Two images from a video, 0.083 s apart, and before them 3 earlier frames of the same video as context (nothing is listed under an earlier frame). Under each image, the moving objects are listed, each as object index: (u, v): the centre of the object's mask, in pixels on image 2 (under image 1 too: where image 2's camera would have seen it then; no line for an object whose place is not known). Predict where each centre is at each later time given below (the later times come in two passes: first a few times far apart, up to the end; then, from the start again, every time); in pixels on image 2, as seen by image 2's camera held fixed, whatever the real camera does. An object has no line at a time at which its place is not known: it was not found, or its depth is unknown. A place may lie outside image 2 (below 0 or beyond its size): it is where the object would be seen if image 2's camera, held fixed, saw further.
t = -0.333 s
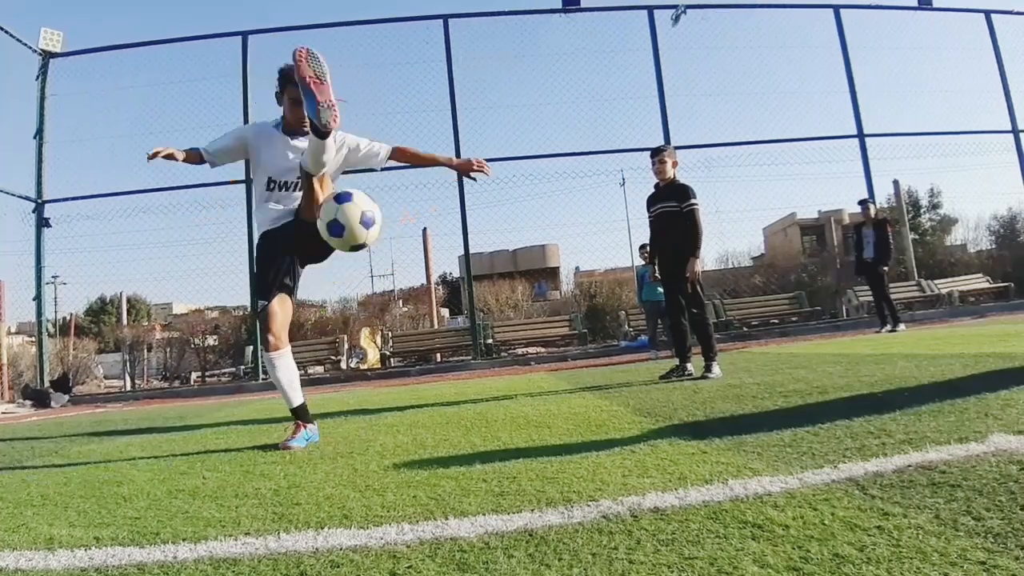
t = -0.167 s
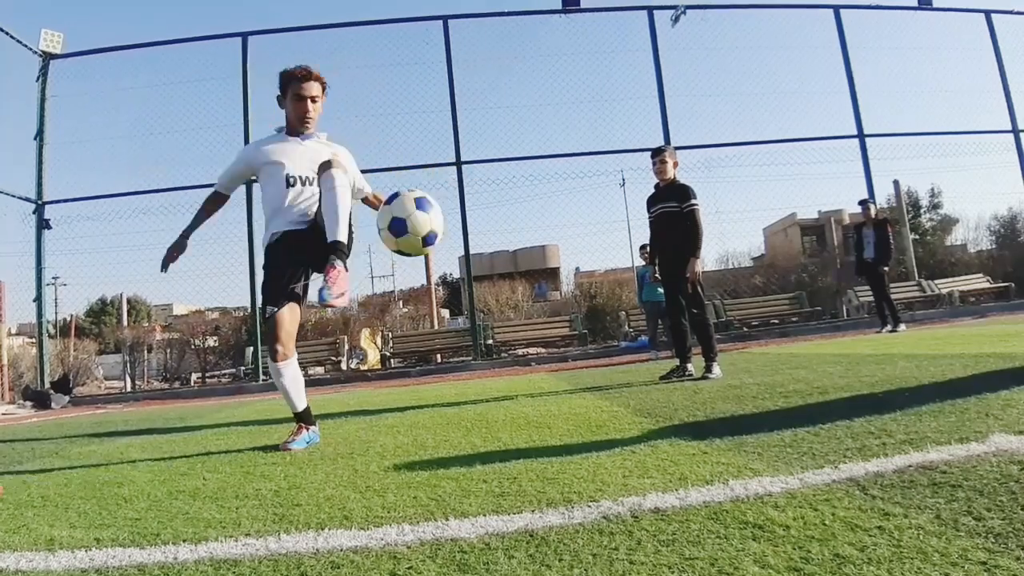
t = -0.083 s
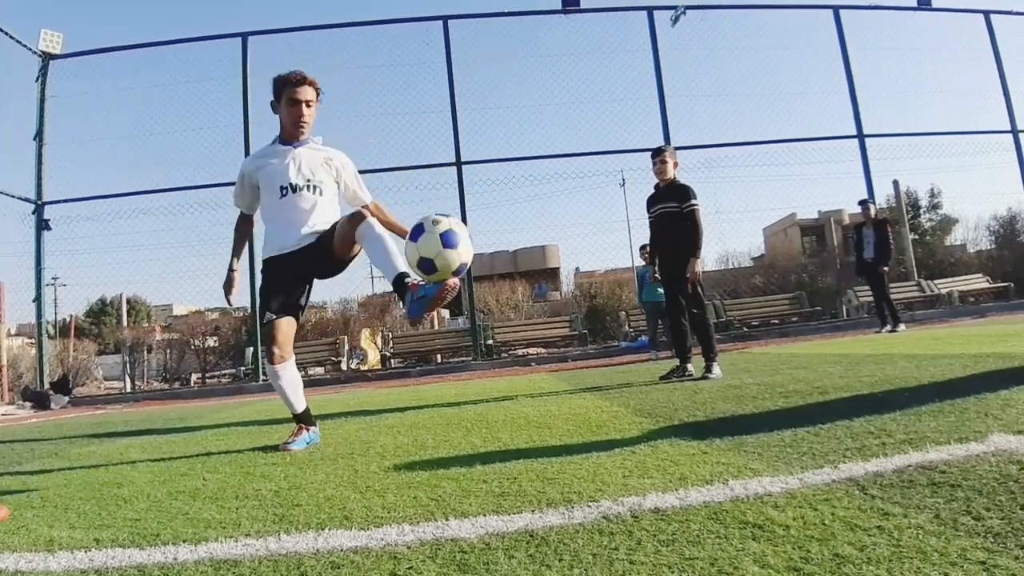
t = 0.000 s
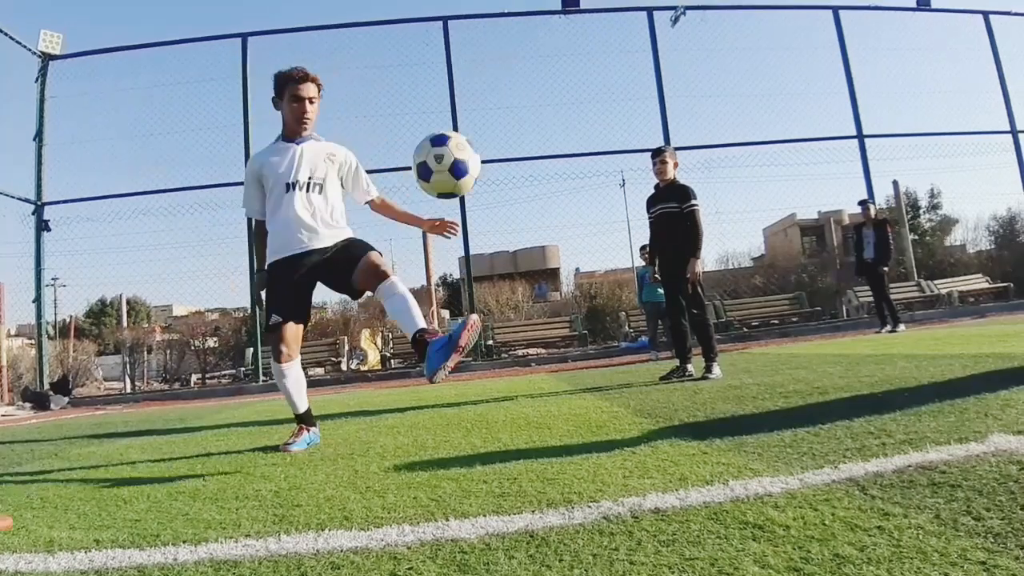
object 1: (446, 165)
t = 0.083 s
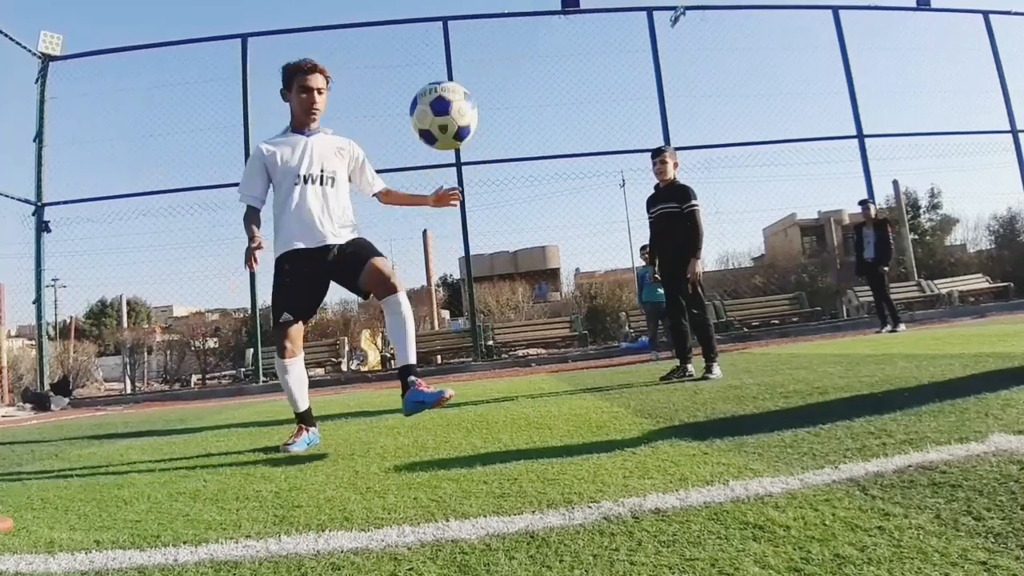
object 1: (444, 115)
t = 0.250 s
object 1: (442, 45)
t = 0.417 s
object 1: (445, 54)
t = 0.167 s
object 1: (442, 64)
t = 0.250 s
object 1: (442, 45)
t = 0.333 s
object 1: (443, 40)
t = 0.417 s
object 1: (445, 54)
